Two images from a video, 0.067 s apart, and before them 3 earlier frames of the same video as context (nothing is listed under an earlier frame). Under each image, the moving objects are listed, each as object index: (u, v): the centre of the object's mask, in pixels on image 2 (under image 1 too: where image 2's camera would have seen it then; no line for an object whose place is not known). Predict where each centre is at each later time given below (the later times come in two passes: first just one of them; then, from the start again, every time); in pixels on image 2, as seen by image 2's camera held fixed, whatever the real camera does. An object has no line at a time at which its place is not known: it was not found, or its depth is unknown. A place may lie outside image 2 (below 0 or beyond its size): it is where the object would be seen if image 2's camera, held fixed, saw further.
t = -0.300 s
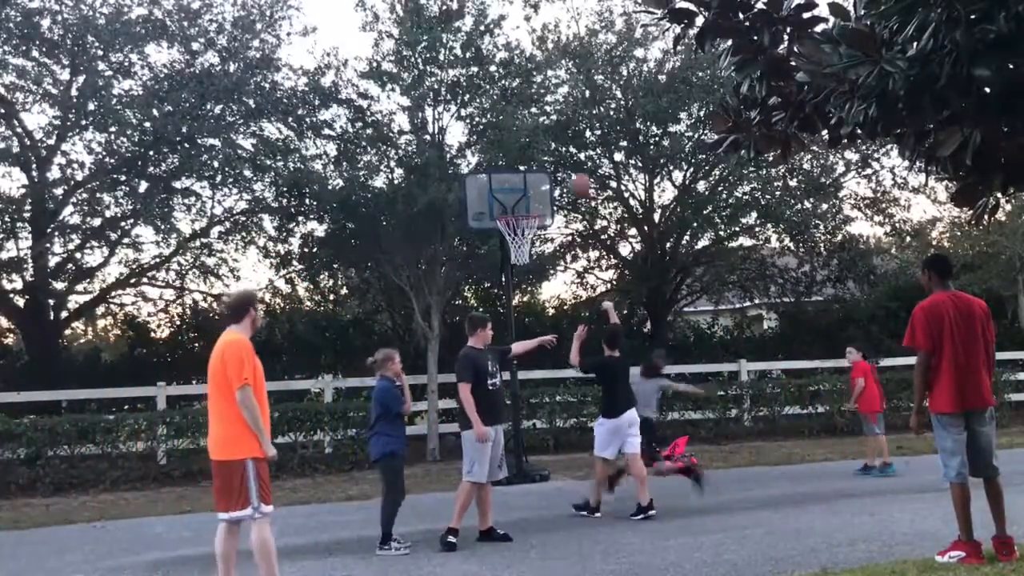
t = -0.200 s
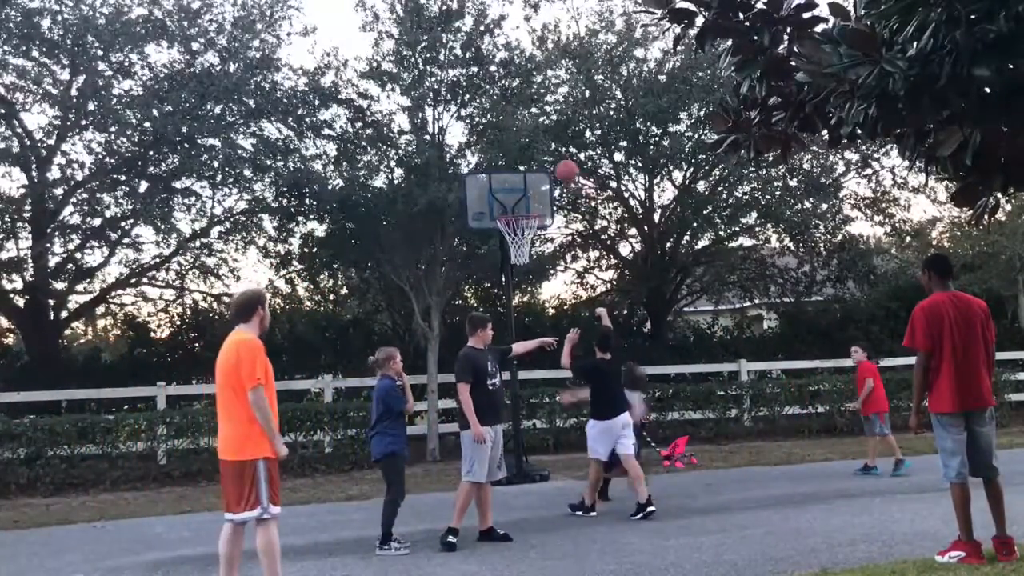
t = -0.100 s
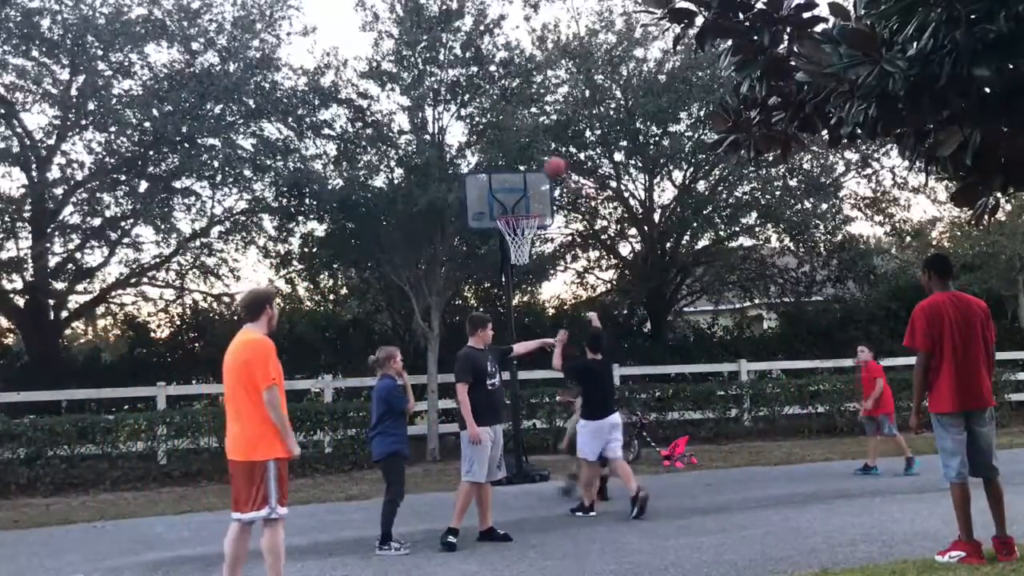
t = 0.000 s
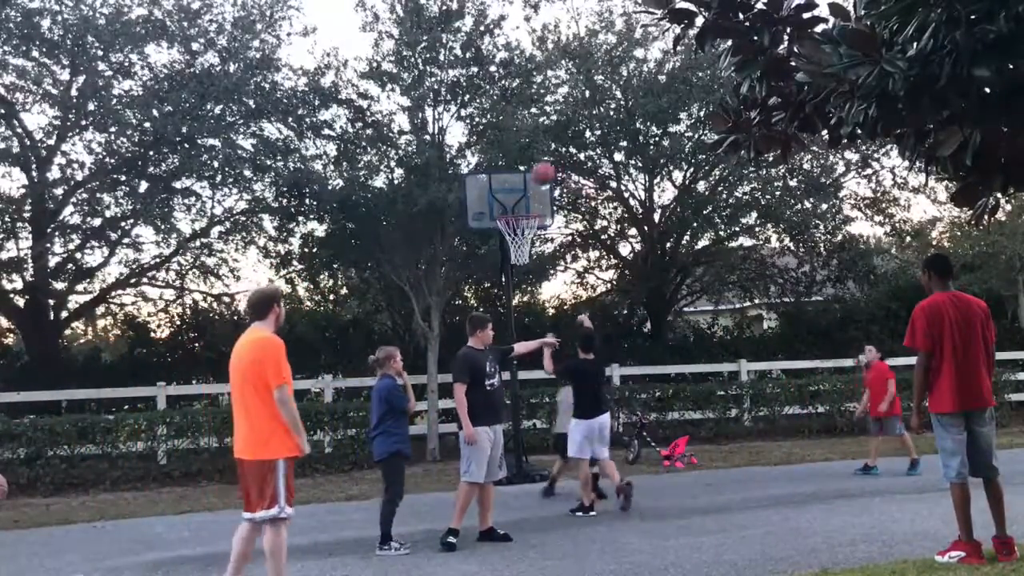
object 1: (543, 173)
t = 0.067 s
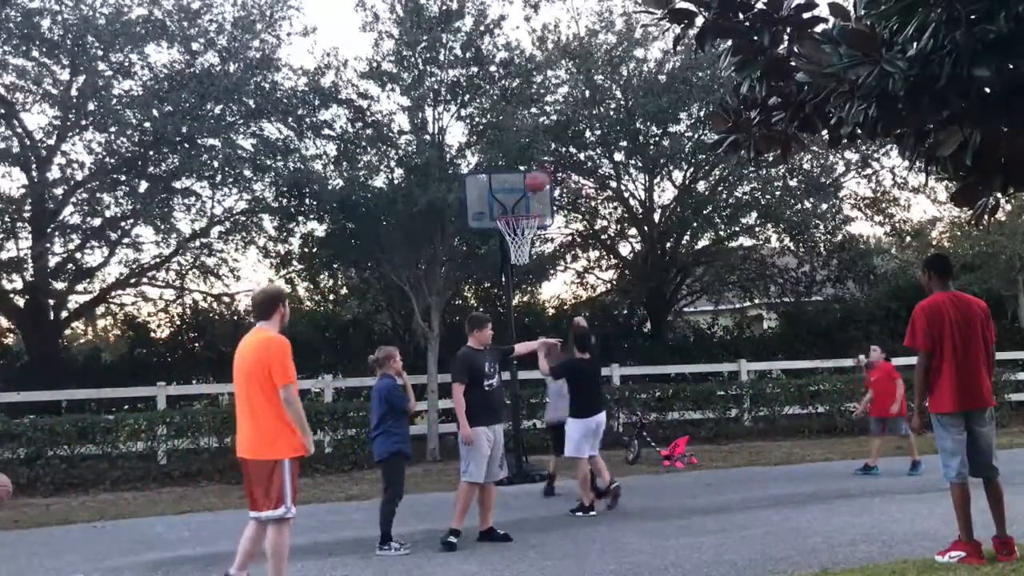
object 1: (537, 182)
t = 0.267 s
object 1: (518, 224)
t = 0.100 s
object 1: (533, 188)
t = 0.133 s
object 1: (528, 193)
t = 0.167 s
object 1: (527, 198)
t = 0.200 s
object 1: (521, 208)
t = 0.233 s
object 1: (518, 211)
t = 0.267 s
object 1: (518, 224)
